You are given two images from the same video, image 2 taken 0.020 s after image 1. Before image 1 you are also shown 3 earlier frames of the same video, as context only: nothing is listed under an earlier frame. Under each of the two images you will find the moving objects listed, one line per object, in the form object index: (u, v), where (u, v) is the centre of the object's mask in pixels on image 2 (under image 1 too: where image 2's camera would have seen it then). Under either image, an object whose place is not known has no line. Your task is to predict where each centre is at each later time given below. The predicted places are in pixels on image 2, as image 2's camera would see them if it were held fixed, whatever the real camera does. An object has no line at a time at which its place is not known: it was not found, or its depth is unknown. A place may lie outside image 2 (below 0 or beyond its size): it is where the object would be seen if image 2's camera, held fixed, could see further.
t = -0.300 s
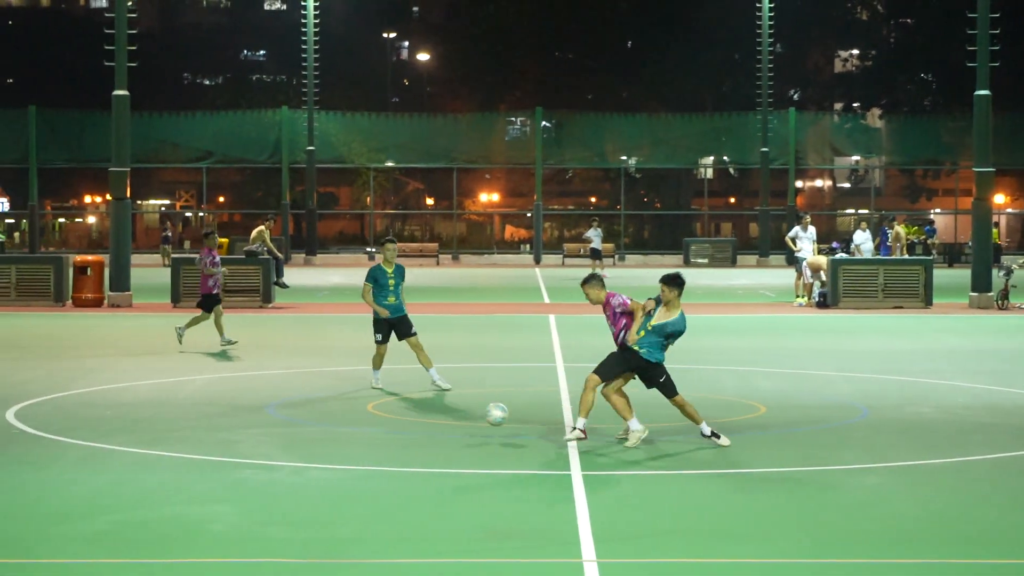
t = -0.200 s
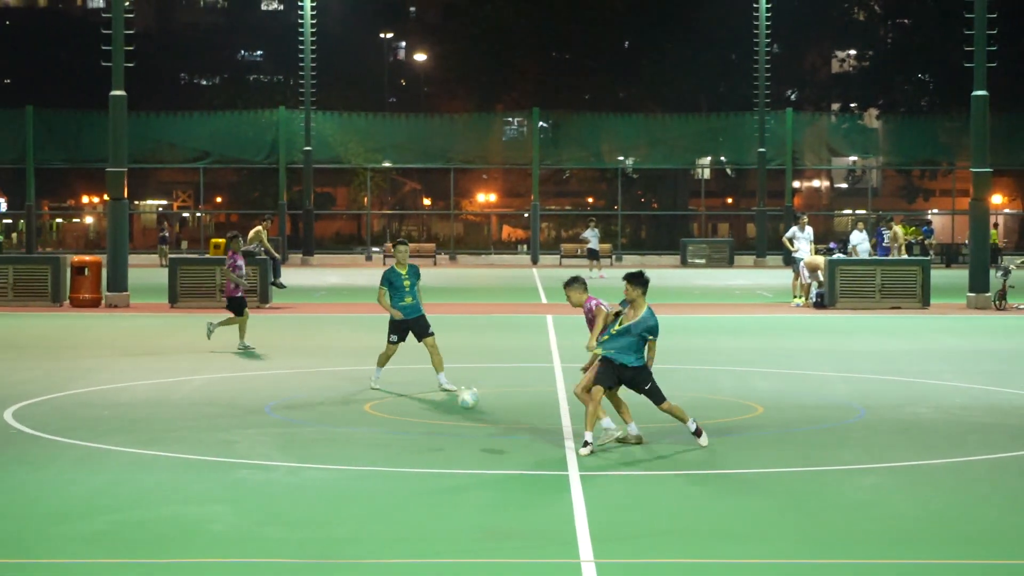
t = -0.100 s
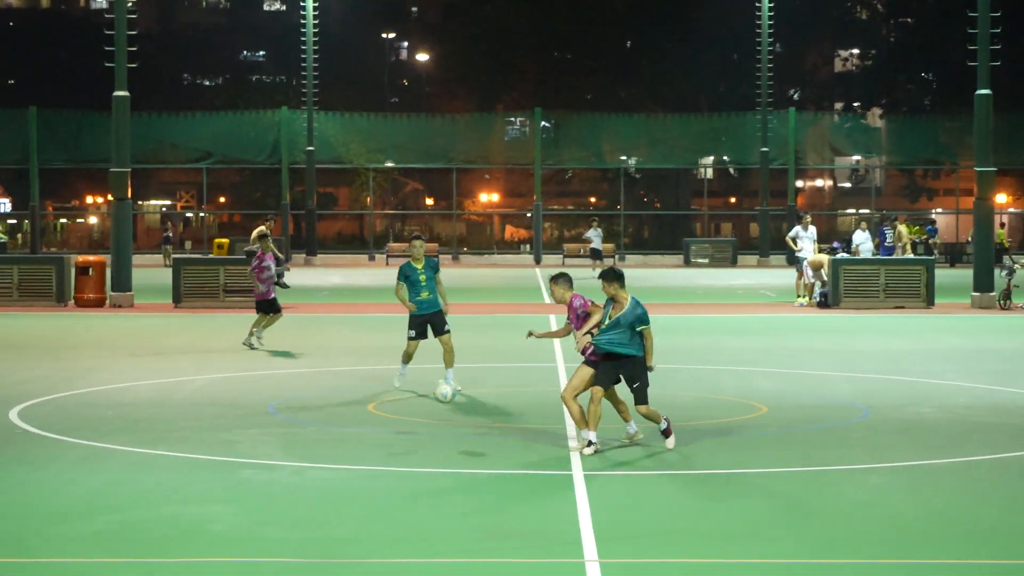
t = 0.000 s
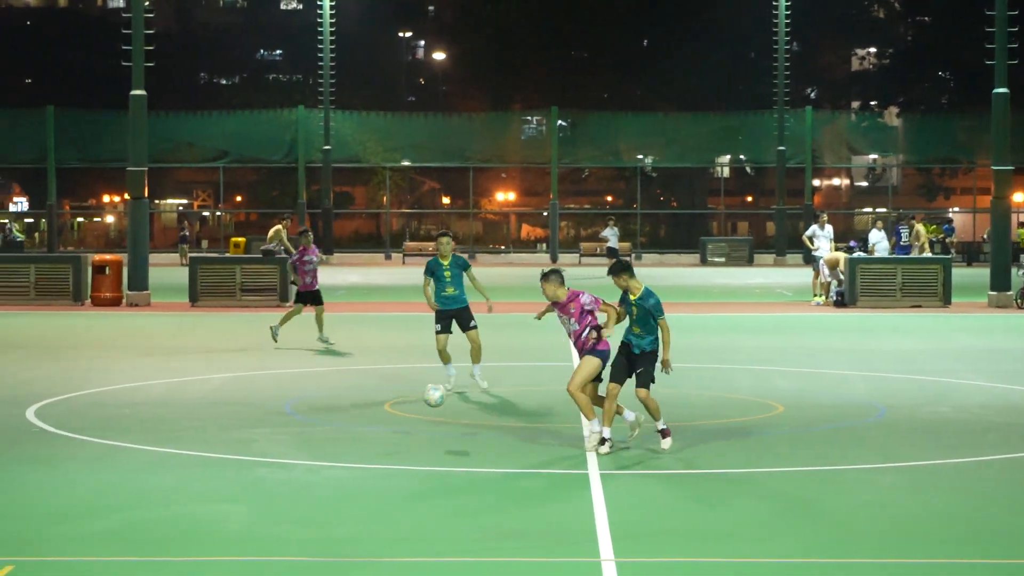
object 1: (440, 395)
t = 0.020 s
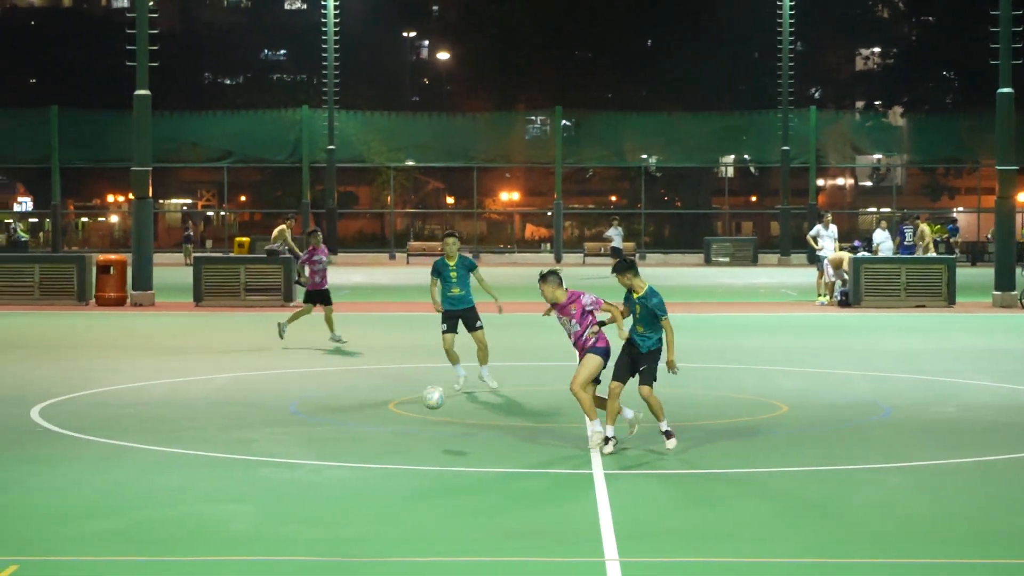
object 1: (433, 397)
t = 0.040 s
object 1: (427, 400)
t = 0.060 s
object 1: (420, 403)
